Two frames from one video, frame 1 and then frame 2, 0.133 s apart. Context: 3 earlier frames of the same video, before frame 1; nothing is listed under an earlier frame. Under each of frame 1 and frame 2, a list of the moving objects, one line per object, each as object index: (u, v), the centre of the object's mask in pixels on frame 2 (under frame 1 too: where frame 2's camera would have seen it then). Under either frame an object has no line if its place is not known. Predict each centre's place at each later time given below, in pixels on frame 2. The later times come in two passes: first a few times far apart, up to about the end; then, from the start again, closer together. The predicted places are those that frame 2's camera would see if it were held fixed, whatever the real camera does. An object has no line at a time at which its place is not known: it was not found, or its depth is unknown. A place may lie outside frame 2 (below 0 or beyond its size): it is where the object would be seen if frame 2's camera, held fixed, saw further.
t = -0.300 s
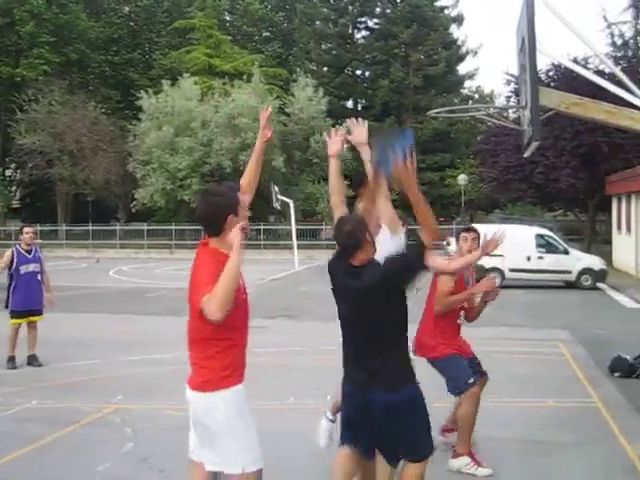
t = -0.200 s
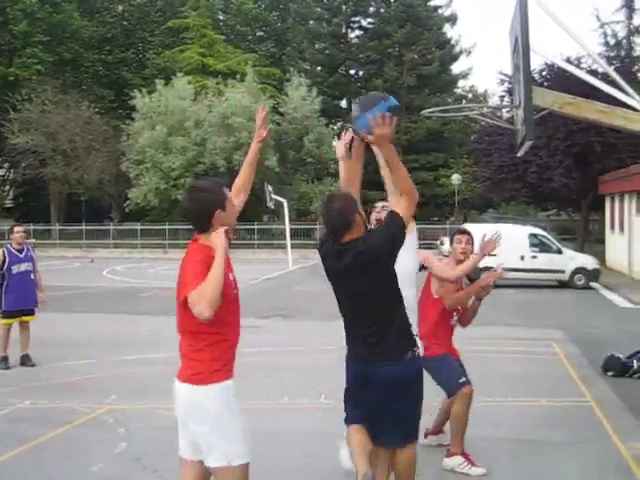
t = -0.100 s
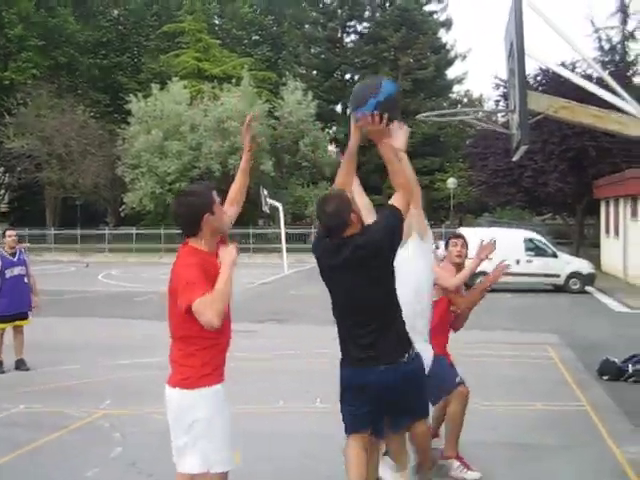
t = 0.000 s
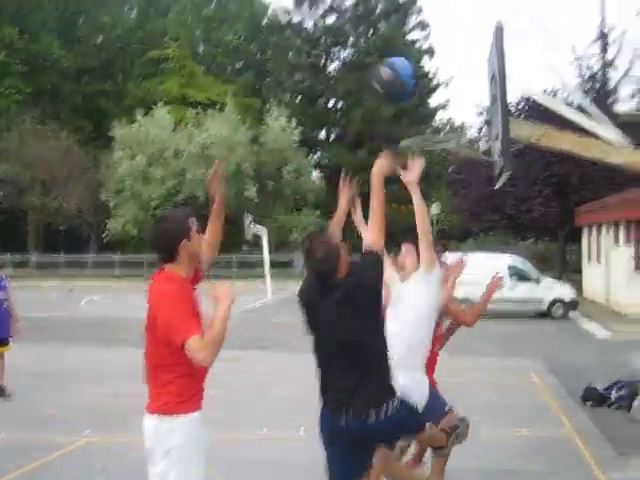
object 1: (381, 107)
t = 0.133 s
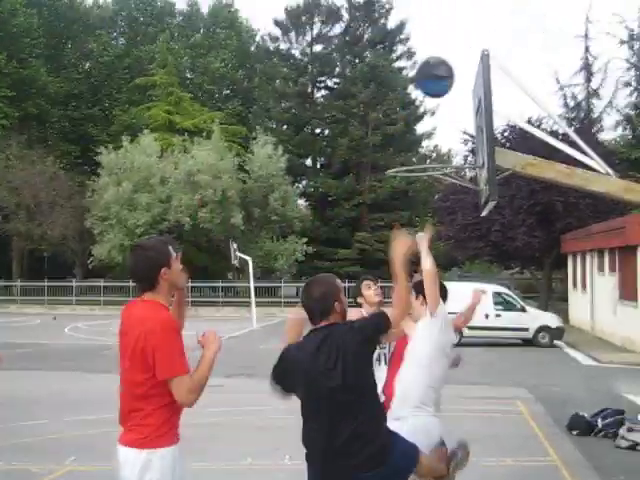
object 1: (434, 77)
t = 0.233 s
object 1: (470, 75)
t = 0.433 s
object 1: (376, 124)
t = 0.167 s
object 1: (447, 75)
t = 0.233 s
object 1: (470, 75)
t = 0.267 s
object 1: (454, 80)
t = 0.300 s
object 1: (439, 85)
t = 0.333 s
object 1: (421, 93)
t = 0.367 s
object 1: (406, 101)
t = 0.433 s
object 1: (376, 124)
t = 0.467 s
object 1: (361, 138)
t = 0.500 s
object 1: (345, 155)
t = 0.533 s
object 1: (328, 173)
